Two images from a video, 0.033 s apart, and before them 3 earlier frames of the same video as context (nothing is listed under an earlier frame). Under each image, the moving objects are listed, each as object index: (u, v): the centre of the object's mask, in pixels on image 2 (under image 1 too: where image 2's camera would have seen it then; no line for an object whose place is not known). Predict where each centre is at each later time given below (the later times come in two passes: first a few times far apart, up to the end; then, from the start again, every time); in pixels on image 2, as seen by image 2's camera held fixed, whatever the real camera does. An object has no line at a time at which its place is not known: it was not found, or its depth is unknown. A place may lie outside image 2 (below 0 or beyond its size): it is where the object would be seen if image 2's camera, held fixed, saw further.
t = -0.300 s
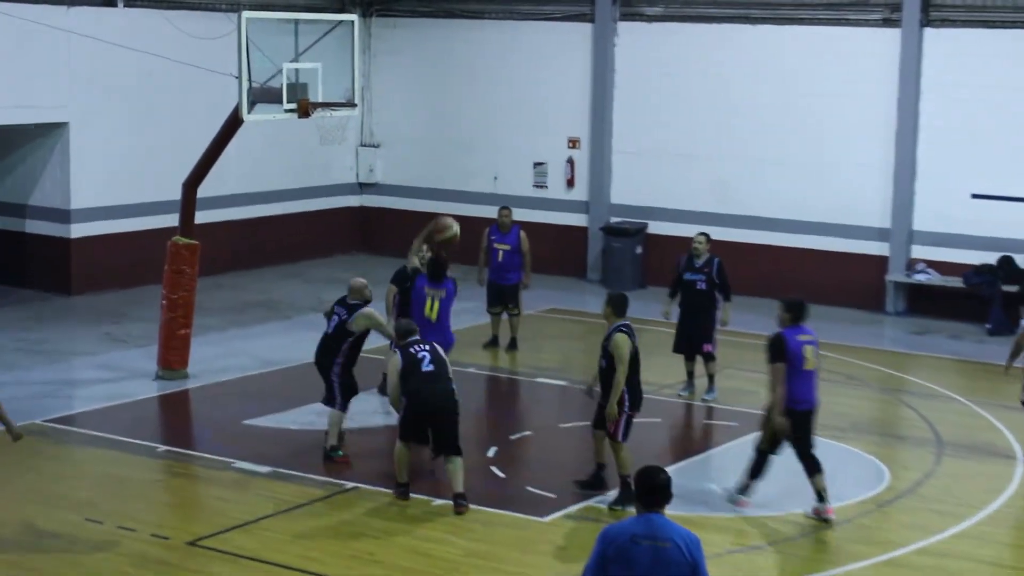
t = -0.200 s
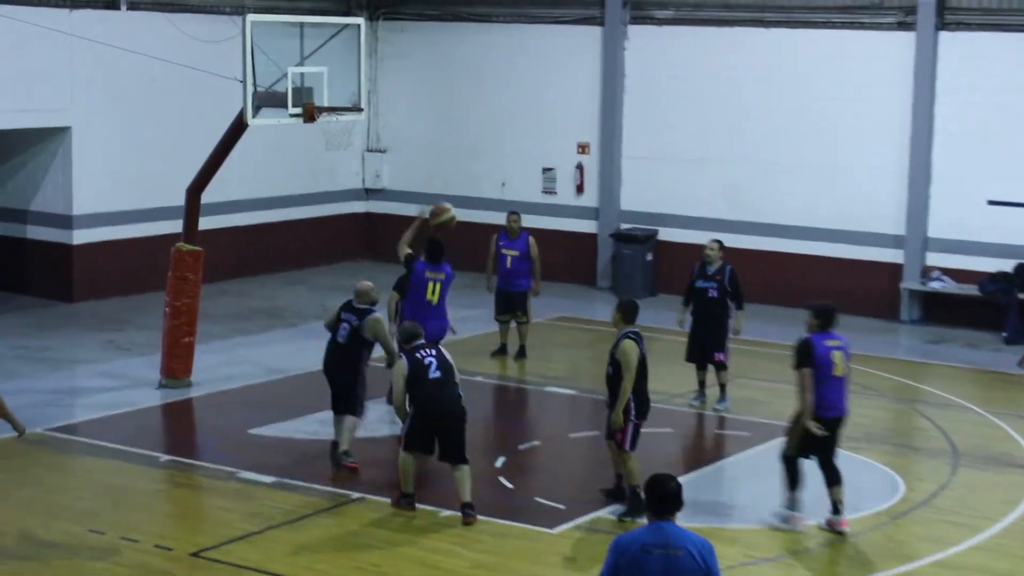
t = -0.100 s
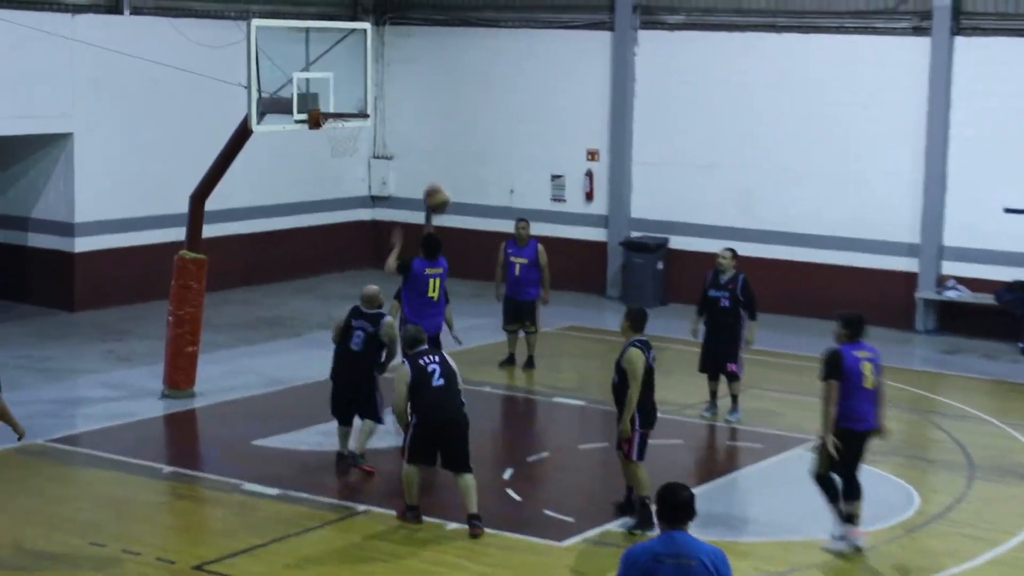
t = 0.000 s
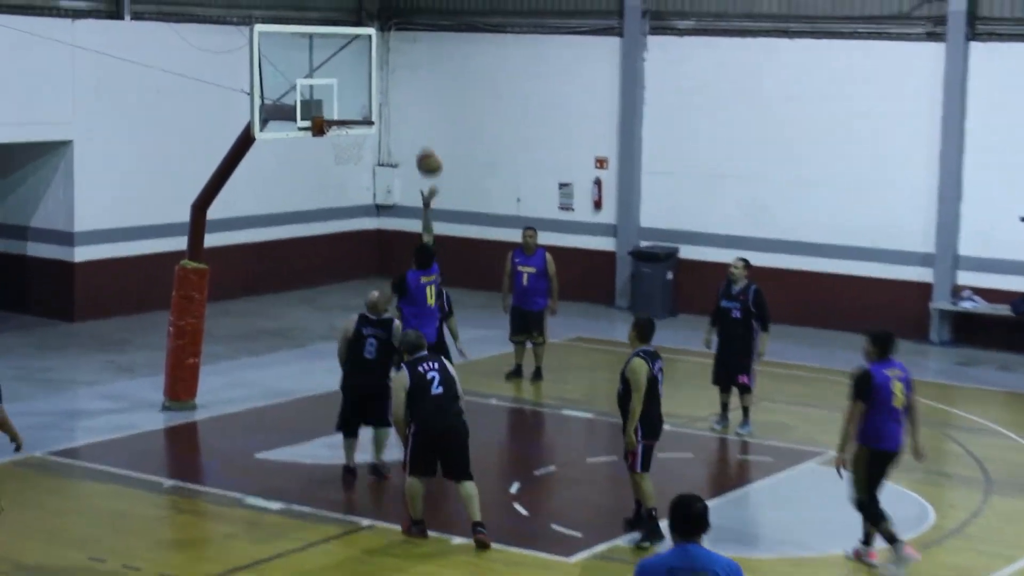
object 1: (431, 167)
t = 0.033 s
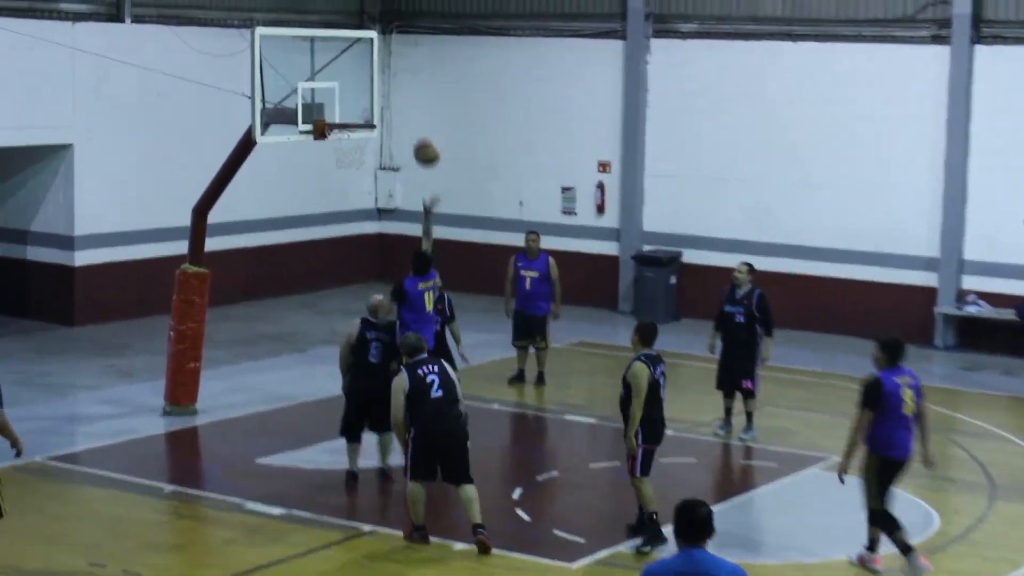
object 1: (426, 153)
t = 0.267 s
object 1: (394, 92)
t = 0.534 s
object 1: (359, 99)
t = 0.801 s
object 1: (339, 152)
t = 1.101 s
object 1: (350, 235)
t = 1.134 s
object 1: (350, 248)
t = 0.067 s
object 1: (421, 140)
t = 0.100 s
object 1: (417, 128)
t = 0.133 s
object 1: (412, 118)
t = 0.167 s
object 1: (408, 110)
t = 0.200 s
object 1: (403, 103)
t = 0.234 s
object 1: (399, 97)
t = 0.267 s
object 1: (394, 92)
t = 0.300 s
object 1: (389, 89)
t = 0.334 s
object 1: (385, 87)
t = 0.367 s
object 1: (380, 86)
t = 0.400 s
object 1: (377, 86)
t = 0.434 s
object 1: (372, 87)
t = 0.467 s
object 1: (367, 90)
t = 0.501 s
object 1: (363, 94)
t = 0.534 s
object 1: (359, 99)
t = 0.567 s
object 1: (355, 105)
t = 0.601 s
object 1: (351, 111)
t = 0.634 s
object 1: (347, 120)
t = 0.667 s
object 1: (344, 128)
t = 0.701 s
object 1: (339, 137)
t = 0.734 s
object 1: (338, 145)
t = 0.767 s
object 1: (339, 148)
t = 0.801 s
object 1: (339, 152)
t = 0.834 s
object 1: (341, 156)
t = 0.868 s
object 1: (343, 159)
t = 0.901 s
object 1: (344, 166)
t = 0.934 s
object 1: (345, 174)
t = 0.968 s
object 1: (343, 189)
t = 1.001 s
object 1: (347, 191)
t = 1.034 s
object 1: (348, 202)
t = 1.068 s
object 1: (348, 221)
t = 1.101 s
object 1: (350, 235)
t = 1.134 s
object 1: (350, 248)
